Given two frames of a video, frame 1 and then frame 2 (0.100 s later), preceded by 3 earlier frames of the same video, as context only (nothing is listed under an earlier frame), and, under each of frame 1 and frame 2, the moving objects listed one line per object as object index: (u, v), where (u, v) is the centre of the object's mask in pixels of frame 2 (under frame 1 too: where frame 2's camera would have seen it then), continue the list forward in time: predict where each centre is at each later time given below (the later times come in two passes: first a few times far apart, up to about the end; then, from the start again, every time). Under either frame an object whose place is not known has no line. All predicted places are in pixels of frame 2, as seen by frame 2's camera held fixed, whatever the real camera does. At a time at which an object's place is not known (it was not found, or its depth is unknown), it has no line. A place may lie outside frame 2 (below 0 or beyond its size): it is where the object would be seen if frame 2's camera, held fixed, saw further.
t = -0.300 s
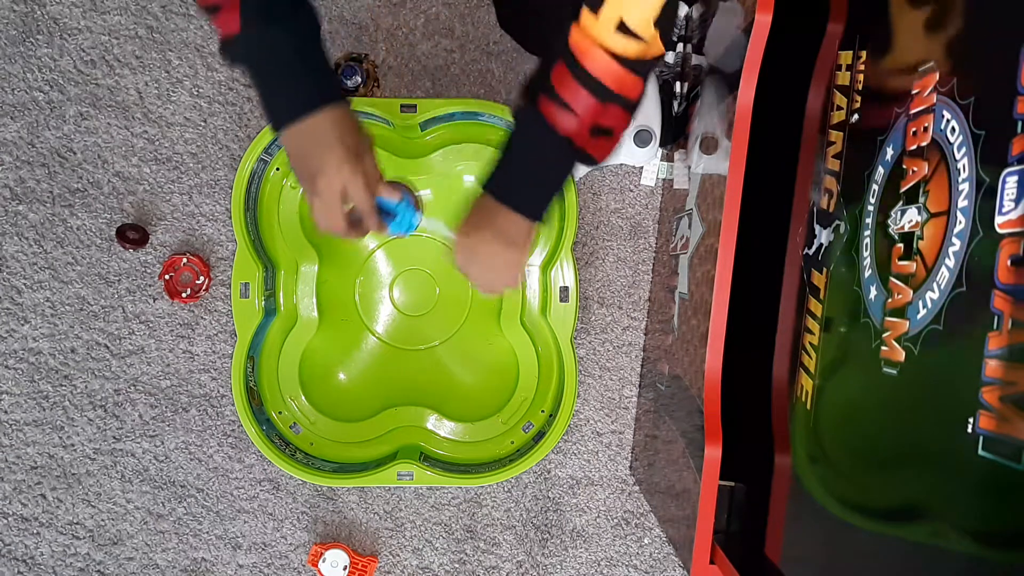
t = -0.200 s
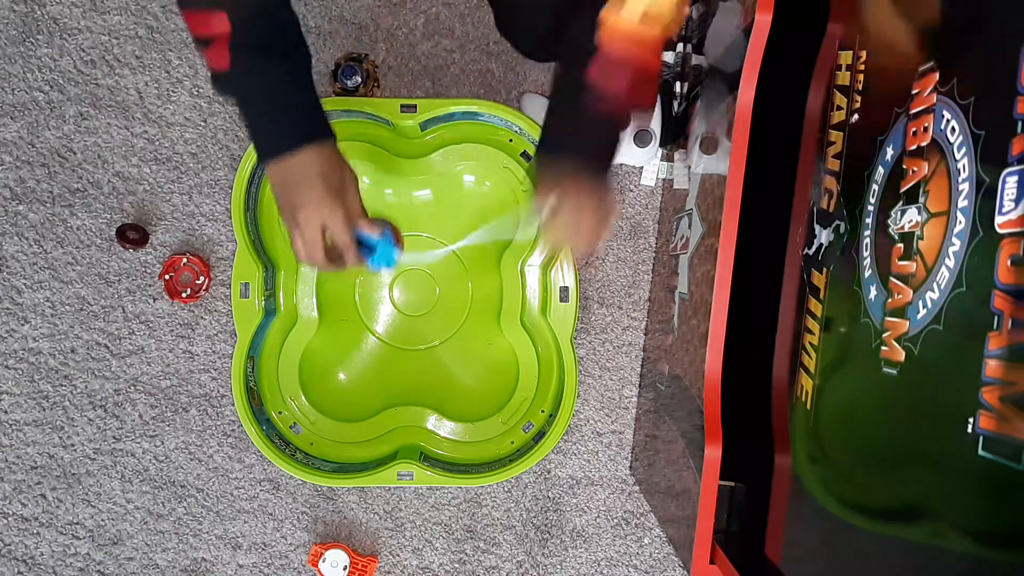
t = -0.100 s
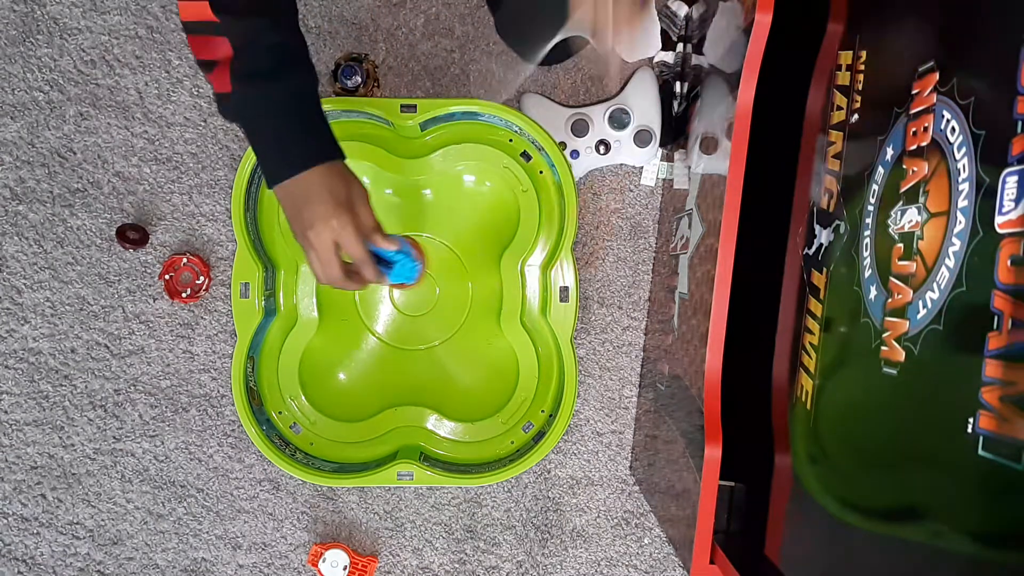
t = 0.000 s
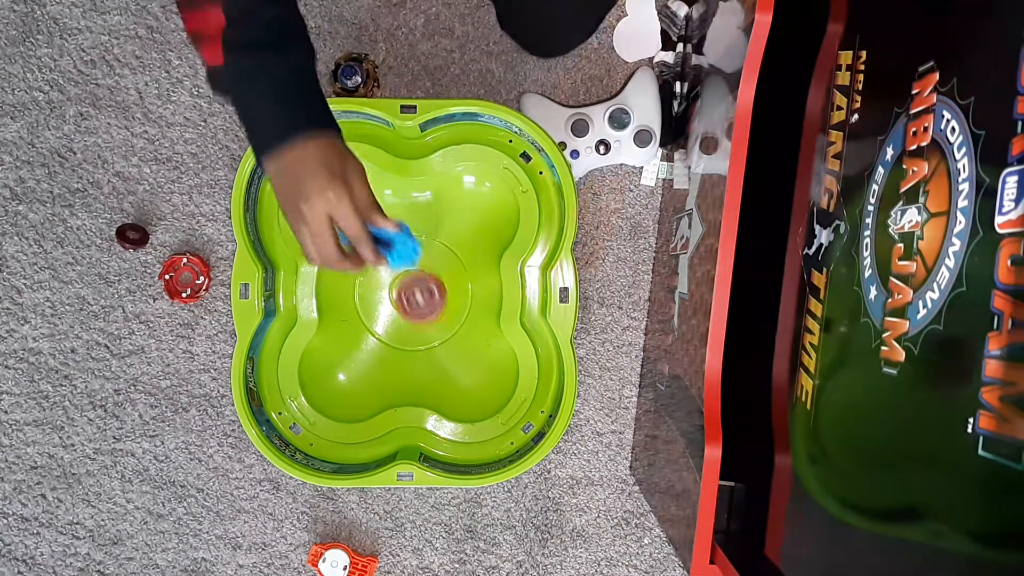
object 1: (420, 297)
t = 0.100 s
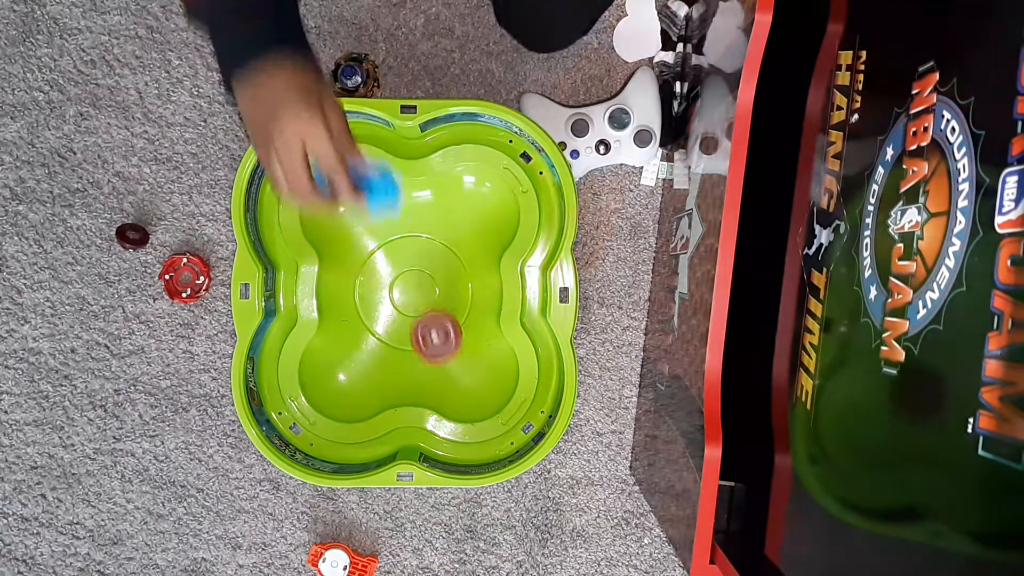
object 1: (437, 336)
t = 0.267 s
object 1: (467, 393)
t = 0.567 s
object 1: (419, 312)
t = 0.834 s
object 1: (355, 277)
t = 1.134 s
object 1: (426, 301)
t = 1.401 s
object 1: (383, 283)
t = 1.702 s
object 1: (403, 325)
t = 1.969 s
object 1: (443, 251)
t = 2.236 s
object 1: (400, 235)
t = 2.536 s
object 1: (387, 298)
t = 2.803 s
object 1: (457, 328)
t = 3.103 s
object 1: (420, 274)
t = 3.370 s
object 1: (384, 327)
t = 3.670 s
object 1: (433, 318)
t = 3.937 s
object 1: (408, 264)
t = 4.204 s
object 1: (380, 281)
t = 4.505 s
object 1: (437, 289)
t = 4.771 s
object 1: (433, 241)
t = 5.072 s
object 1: (404, 299)
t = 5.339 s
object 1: (442, 323)
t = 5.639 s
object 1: (415, 292)
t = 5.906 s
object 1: (390, 320)
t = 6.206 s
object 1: (412, 305)
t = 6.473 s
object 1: (399, 264)
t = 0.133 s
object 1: (440, 349)
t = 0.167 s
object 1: (445, 361)
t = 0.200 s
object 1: (450, 372)
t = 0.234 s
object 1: (458, 382)
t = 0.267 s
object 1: (467, 393)
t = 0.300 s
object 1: (478, 398)
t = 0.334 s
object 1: (487, 397)
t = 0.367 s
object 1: (493, 390)
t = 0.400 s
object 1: (494, 378)
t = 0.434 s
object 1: (488, 362)
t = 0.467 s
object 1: (474, 347)
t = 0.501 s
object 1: (457, 333)
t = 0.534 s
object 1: (438, 322)
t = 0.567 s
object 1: (419, 312)
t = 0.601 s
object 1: (402, 303)
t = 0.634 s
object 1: (383, 294)
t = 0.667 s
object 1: (368, 288)
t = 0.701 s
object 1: (356, 283)
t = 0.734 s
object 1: (348, 280)
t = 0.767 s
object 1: (345, 278)
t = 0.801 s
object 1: (348, 277)
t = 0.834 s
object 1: (355, 277)
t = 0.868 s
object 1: (363, 278)
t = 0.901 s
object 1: (374, 280)
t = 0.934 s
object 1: (384, 284)
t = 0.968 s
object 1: (396, 288)
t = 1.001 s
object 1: (406, 293)
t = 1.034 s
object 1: (413, 297)
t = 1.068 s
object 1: (419, 300)
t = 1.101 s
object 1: (424, 301)
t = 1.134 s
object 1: (426, 301)
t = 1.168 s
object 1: (426, 299)
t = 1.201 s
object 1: (424, 294)
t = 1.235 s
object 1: (419, 289)
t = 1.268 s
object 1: (414, 285)
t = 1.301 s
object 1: (406, 281)
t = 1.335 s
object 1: (397, 279)
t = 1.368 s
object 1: (389, 281)
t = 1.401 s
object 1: (383, 283)
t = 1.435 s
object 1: (379, 289)
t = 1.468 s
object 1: (376, 295)
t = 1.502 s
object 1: (376, 303)
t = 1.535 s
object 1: (377, 312)
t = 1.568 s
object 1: (380, 320)
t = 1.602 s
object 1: (384, 325)
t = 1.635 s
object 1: (389, 328)
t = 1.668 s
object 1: (395, 329)
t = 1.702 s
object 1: (403, 325)
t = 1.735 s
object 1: (411, 320)
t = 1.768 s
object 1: (422, 313)
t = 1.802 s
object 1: (432, 306)
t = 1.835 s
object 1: (438, 298)
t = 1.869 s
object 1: (443, 288)
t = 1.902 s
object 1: (444, 277)
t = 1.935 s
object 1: (444, 264)
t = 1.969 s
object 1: (443, 251)
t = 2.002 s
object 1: (440, 240)
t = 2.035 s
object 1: (436, 233)
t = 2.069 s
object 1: (432, 228)
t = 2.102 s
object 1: (427, 228)
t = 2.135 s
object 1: (421, 229)
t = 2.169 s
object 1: (415, 231)
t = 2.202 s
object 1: (408, 233)
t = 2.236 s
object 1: (400, 235)
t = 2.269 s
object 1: (392, 237)
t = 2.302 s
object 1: (383, 240)
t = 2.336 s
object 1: (376, 243)
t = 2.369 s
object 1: (372, 248)
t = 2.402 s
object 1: (370, 255)
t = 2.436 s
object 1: (372, 263)
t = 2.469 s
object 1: (376, 274)
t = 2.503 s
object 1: (381, 285)
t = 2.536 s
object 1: (387, 298)
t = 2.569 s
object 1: (395, 309)
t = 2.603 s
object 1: (403, 318)
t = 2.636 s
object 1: (412, 324)
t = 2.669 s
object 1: (423, 328)
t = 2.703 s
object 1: (435, 331)
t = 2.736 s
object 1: (445, 332)
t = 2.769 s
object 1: (453, 331)
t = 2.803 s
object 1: (457, 328)
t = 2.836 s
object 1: (458, 323)
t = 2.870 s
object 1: (457, 317)
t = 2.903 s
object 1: (454, 311)
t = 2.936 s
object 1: (449, 302)
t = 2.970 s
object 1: (445, 293)
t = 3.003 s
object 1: (439, 285)
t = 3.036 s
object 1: (434, 279)
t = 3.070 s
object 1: (427, 276)
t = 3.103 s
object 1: (420, 274)
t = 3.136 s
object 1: (412, 274)
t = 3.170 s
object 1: (403, 277)
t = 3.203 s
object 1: (395, 282)
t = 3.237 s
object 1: (388, 290)
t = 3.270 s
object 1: (385, 298)
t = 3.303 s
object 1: (384, 308)
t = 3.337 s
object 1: (384, 318)
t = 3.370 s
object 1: (384, 327)
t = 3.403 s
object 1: (386, 334)
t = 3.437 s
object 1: (389, 339)
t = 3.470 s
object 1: (393, 339)
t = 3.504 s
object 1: (400, 337)
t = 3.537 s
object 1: (407, 333)
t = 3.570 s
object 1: (415, 329)
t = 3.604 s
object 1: (422, 325)
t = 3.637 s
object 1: (429, 322)
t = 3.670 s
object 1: (433, 318)
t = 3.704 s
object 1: (434, 311)
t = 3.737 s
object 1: (434, 303)
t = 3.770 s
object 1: (433, 294)
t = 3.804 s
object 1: (430, 285)
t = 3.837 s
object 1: (425, 277)
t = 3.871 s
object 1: (420, 271)
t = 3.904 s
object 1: (415, 267)
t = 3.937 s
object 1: (408, 264)
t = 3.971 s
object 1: (399, 261)
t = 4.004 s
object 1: (391, 258)
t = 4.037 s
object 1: (384, 256)
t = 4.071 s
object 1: (380, 257)
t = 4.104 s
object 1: (377, 261)
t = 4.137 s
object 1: (377, 266)
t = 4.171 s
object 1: (378, 273)
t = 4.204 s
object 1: (380, 281)
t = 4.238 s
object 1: (383, 289)
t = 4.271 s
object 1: (387, 295)
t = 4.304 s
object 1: (394, 301)
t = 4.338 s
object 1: (401, 304)
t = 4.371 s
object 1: (410, 305)
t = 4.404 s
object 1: (418, 304)
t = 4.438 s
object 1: (426, 300)
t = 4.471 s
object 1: (432, 295)
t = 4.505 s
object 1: (437, 289)
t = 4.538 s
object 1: (439, 281)
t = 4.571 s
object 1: (441, 272)
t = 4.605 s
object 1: (443, 264)
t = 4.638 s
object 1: (443, 255)
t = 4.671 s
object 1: (442, 248)
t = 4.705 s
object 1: (441, 243)
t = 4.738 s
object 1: (437, 240)
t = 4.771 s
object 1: (433, 241)
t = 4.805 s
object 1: (428, 244)
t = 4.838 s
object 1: (424, 249)
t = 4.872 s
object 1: (418, 255)
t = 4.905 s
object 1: (413, 262)
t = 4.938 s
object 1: (408, 269)
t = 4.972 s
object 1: (403, 276)
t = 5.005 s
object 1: (401, 283)
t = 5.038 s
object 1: (402, 291)
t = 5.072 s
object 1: (404, 299)
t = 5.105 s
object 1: (409, 306)
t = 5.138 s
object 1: (415, 312)
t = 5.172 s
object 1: (421, 317)
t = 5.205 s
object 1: (428, 321)
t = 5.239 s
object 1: (433, 324)
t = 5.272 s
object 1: (438, 325)
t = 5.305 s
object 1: (441, 325)
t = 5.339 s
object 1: (442, 323)
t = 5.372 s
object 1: (443, 319)
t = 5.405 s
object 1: (442, 315)
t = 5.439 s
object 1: (441, 311)
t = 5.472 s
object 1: (439, 307)
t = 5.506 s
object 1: (435, 303)
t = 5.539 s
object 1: (431, 299)
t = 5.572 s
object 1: (427, 296)
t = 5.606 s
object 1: (421, 293)
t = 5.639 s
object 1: (415, 292)
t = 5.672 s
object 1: (410, 293)
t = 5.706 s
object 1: (404, 295)
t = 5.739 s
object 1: (400, 298)
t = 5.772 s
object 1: (397, 302)
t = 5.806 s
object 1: (394, 308)
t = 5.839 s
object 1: (392, 312)
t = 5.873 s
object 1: (391, 316)
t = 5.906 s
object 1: (390, 320)
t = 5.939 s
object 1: (390, 322)
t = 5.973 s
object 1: (390, 323)
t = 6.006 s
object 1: (391, 323)
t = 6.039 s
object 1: (393, 322)
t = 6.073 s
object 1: (396, 321)
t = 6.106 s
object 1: (399, 318)
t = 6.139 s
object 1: (403, 314)
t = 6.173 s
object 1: (407, 310)
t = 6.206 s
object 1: (412, 305)
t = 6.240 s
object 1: (415, 300)
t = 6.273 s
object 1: (416, 294)
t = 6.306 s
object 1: (416, 289)
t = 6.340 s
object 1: (415, 282)
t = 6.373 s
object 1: (412, 276)
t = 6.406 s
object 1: (408, 272)
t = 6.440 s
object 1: (404, 268)
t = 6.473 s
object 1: (399, 264)
